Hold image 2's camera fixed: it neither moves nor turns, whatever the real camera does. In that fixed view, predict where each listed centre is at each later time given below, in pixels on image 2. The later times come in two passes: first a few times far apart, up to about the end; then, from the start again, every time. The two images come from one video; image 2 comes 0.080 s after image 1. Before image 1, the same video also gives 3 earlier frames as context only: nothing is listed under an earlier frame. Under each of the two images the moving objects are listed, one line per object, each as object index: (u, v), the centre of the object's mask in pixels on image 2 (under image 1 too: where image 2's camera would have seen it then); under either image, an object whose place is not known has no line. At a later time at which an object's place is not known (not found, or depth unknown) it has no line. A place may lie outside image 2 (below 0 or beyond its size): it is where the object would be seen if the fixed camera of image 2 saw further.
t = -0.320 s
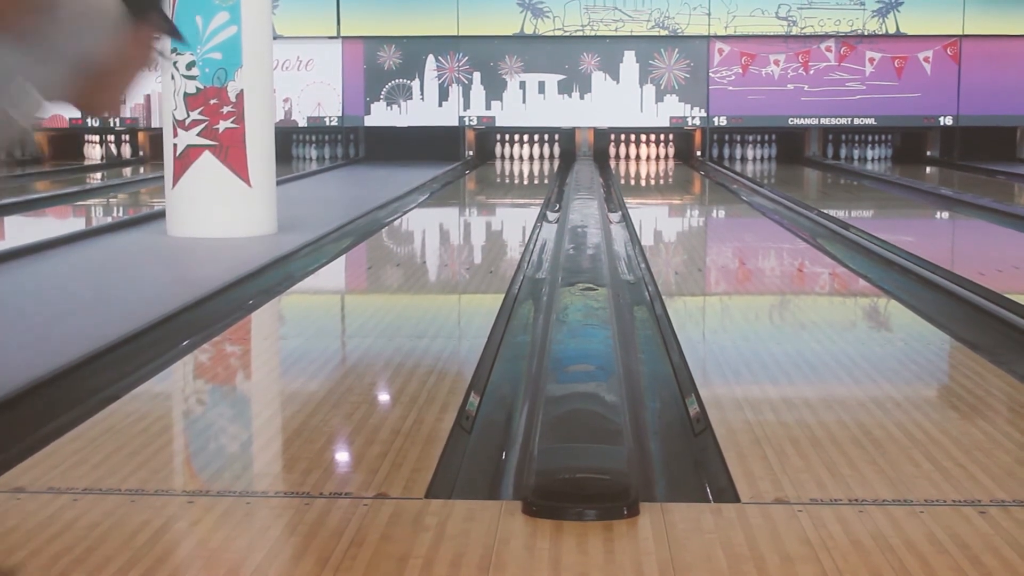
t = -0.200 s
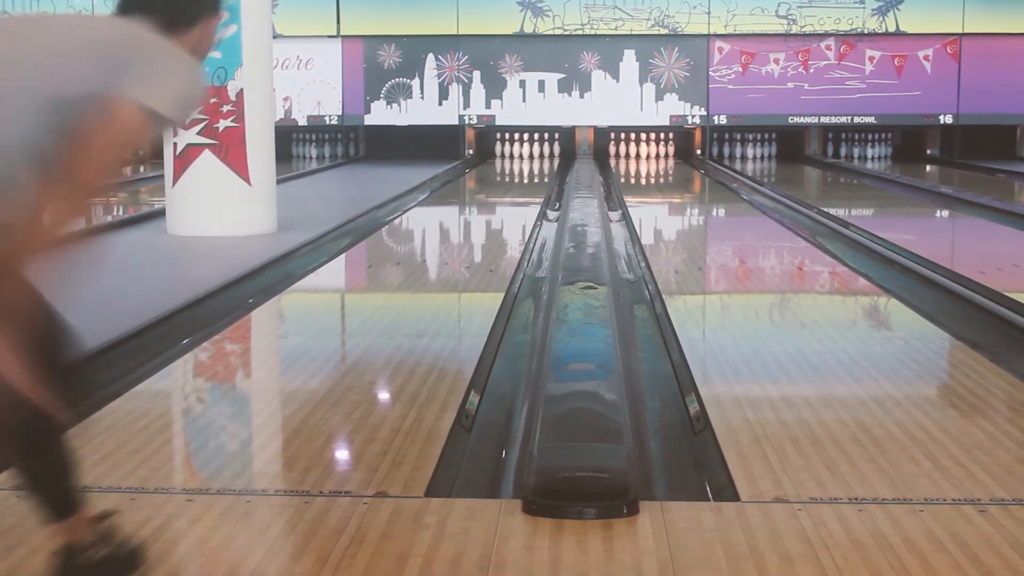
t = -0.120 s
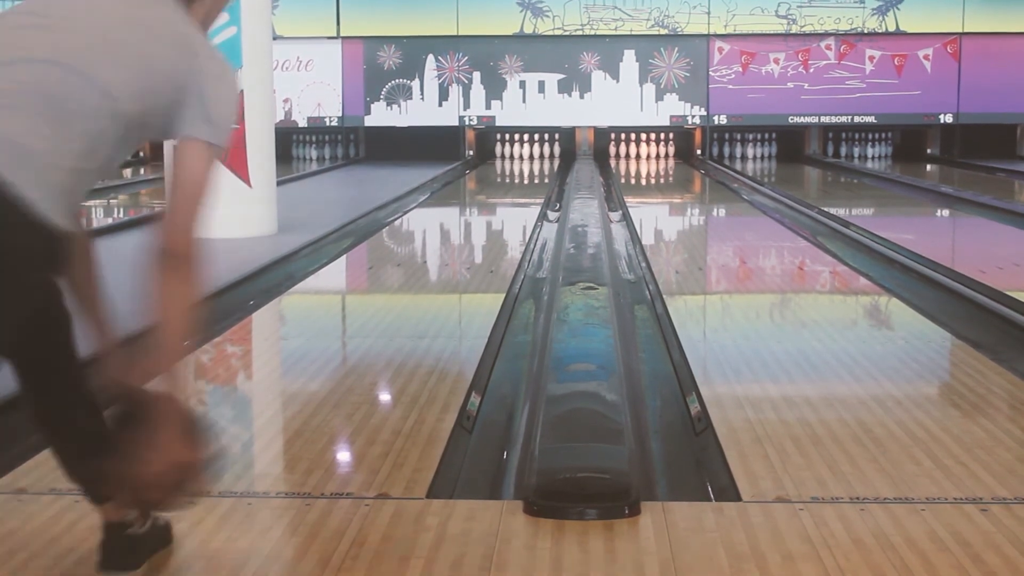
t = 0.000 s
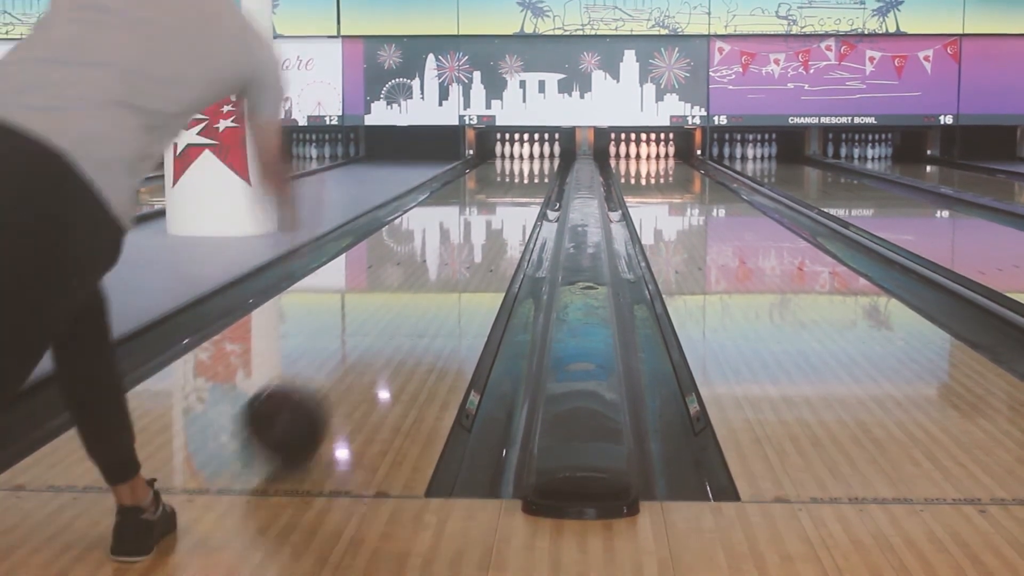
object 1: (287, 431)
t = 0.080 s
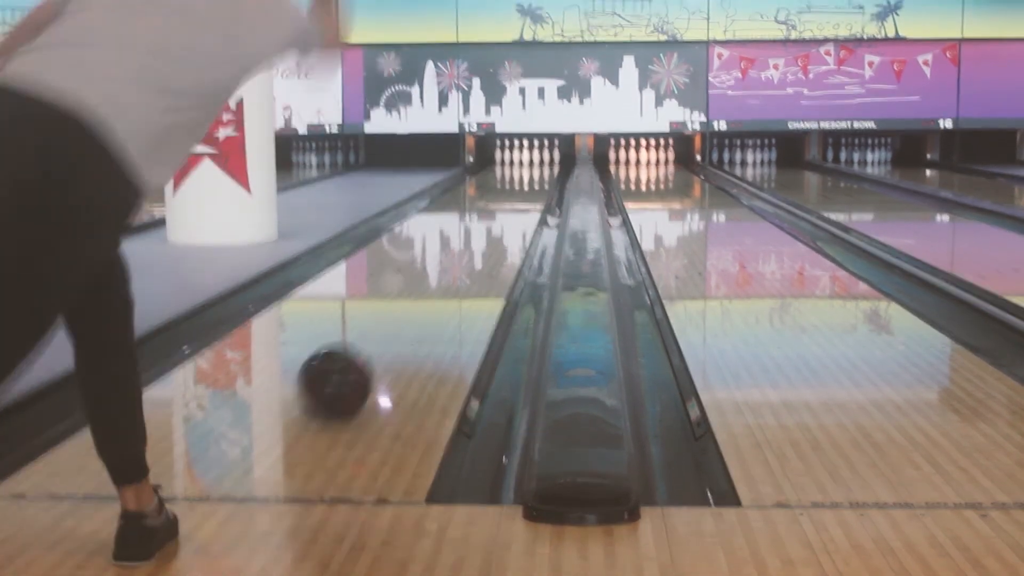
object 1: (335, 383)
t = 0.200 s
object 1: (388, 332)
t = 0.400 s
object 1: (442, 276)
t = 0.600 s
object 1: (475, 244)
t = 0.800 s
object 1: (495, 222)
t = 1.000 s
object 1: (509, 205)
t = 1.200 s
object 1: (520, 194)
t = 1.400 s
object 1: (526, 184)
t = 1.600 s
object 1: (531, 176)
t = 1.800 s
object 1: (536, 171)
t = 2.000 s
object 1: (535, 165)
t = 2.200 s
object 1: (534, 161)
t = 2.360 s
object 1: (535, 159)
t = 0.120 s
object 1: (355, 365)
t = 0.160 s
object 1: (373, 346)
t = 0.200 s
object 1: (388, 332)
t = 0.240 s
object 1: (402, 317)
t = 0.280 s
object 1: (414, 305)
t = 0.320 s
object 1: (424, 294)
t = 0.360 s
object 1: (433, 285)
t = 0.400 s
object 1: (442, 276)
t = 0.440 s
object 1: (450, 269)
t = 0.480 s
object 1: (457, 262)
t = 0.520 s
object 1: (463, 255)
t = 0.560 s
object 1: (469, 249)
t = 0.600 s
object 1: (475, 244)
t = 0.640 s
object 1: (479, 239)
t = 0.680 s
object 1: (484, 234)
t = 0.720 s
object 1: (488, 230)
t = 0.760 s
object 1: (492, 226)
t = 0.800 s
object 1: (495, 222)
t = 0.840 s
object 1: (498, 218)
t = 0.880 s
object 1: (502, 214)
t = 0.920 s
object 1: (504, 211)
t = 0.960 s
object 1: (507, 208)
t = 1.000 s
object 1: (509, 205)
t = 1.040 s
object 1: (512, 203)
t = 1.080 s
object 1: (514, 200)
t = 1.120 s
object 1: (516, 198)
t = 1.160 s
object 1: (518, 196)
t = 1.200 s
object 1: (520, 194)
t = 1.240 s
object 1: (522, 191)
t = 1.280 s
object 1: (523, 189)
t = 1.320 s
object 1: (524, 187)
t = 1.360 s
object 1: (525, 186)
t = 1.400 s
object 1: (526, 184)
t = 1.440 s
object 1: (528, 182)
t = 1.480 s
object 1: (529, 180)
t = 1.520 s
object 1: (530, 179)
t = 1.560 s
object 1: (530, 178)
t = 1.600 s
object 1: (531, 176)
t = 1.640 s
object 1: (532, 175)
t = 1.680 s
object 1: (533, 174)
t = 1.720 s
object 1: (533, 173)
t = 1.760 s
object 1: (536, 177)
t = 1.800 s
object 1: (536, 171)
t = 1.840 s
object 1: (535, 169)
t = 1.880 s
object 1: (535, 168)
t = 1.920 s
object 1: (535, 167)
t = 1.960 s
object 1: (536, 166)
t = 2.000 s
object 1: (535, 165)
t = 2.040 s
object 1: (535, 164)
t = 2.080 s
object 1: (535, 163)
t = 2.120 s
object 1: (535, 162)
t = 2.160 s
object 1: (535, 162)
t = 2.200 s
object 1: (534, 161)
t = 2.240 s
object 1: (534, 160)
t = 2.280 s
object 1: (533, 160)
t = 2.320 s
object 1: (533, 160)
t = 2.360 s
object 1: (535, 159)
